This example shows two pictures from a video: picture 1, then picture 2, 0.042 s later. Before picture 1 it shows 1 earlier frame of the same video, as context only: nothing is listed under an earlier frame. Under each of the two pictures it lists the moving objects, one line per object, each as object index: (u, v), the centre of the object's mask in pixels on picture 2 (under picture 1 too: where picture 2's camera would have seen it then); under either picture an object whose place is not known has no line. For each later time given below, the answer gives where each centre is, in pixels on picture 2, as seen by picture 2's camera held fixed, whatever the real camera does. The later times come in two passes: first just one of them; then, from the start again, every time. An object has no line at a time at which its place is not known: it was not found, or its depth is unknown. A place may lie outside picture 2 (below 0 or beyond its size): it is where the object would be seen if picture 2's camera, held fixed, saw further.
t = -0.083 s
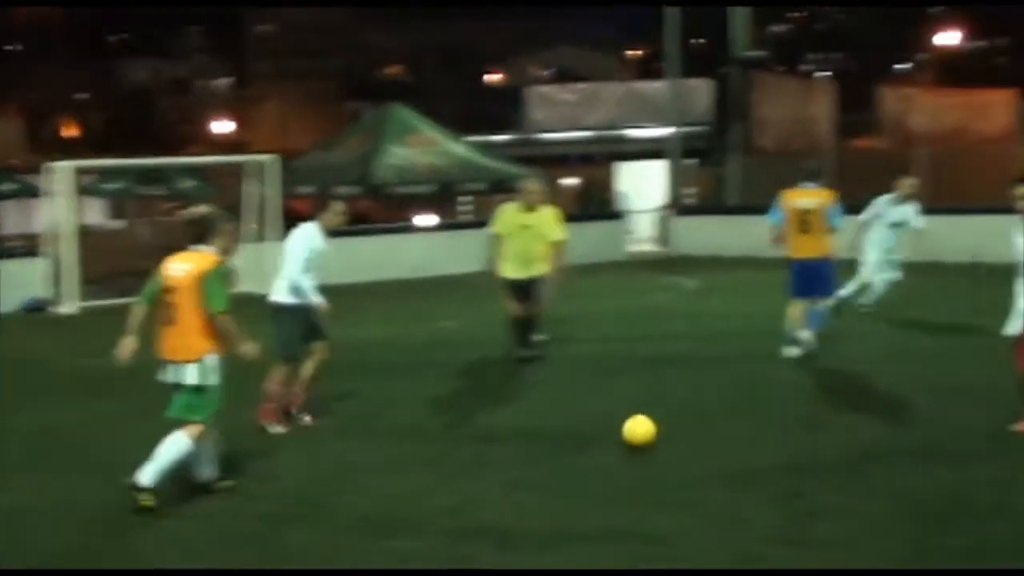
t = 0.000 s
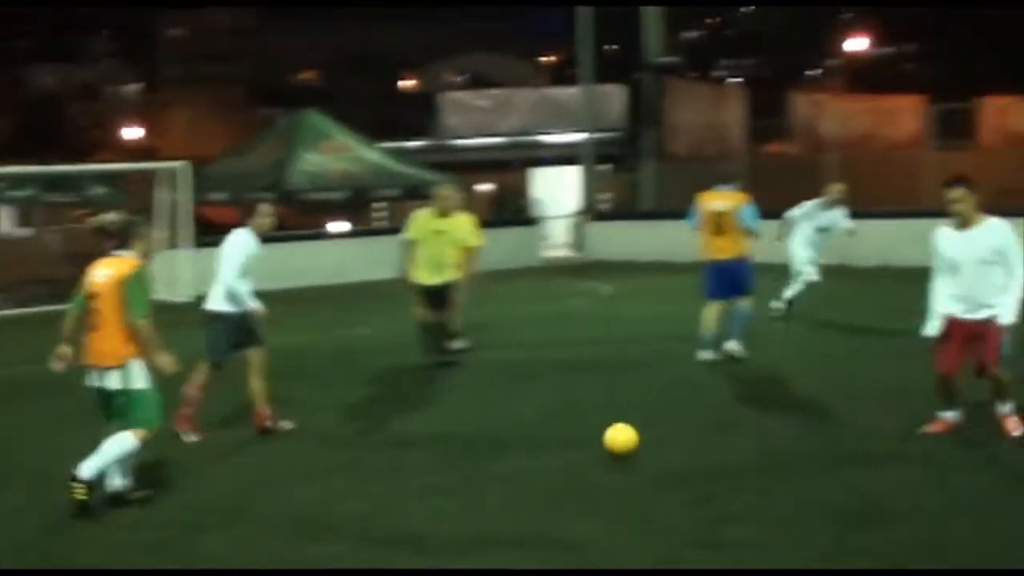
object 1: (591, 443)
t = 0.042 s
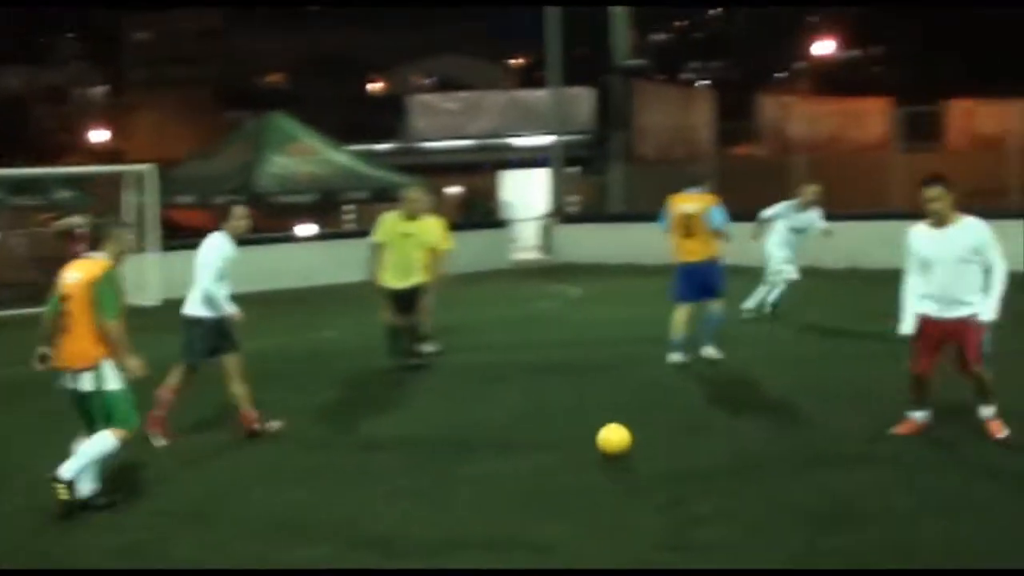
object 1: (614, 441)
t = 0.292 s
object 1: (789, 451)
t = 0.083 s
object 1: (651, 441)
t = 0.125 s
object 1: (675, 444)
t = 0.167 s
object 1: (709, 446)
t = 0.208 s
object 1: (733, 444)
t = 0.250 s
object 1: (767, 447)
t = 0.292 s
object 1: (789, 451)
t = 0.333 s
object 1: (821, 449)
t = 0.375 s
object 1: (844, 450)
